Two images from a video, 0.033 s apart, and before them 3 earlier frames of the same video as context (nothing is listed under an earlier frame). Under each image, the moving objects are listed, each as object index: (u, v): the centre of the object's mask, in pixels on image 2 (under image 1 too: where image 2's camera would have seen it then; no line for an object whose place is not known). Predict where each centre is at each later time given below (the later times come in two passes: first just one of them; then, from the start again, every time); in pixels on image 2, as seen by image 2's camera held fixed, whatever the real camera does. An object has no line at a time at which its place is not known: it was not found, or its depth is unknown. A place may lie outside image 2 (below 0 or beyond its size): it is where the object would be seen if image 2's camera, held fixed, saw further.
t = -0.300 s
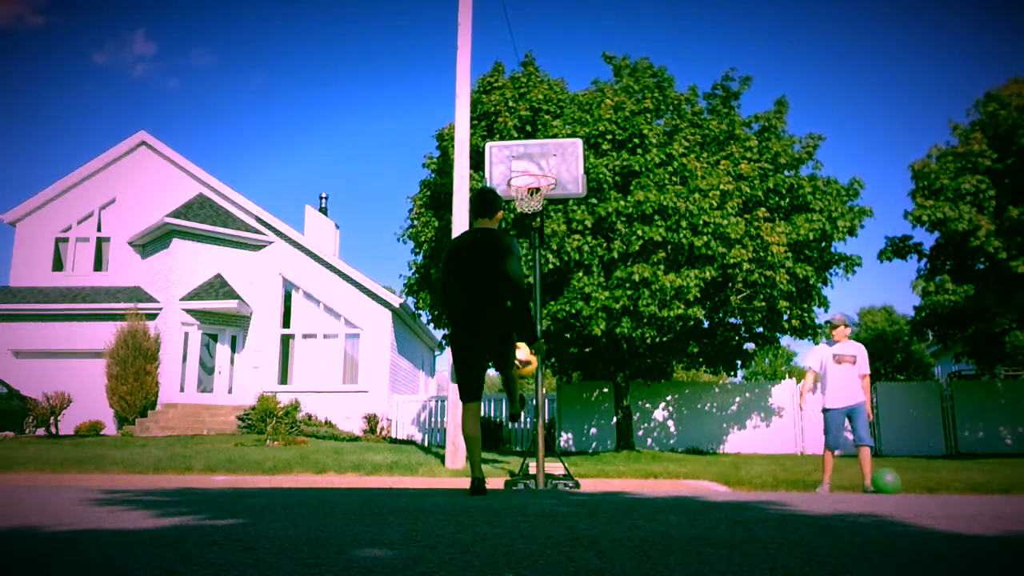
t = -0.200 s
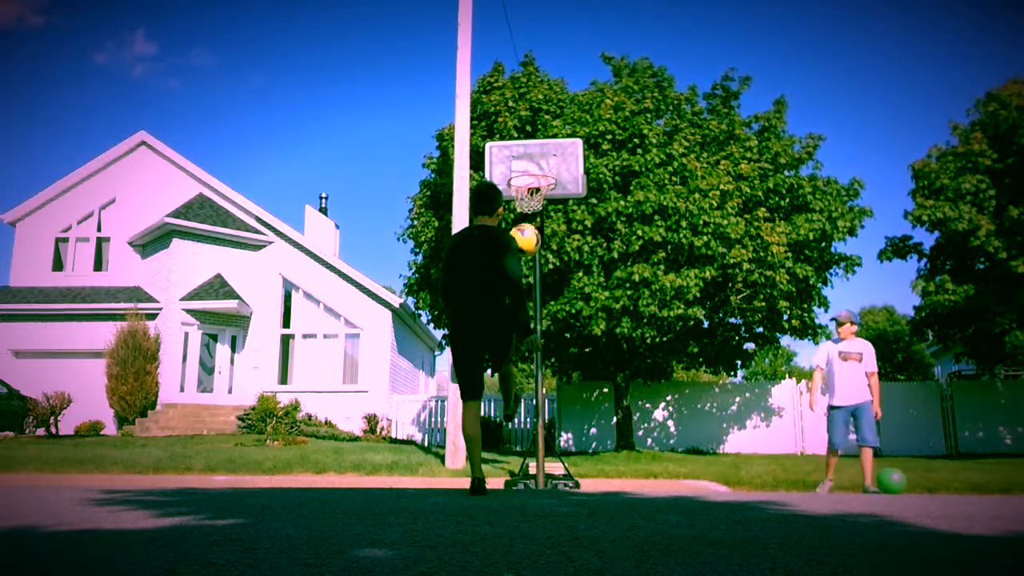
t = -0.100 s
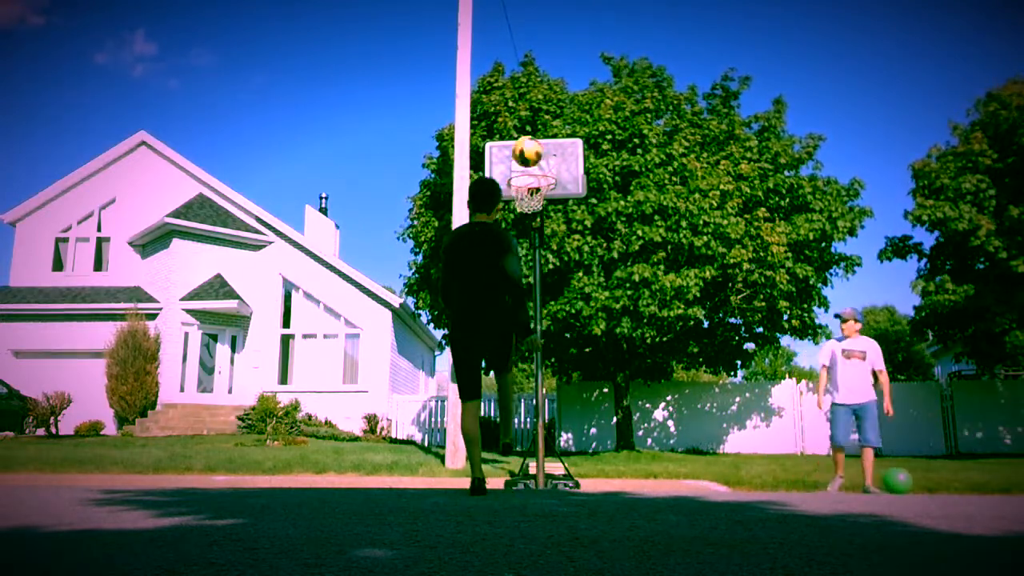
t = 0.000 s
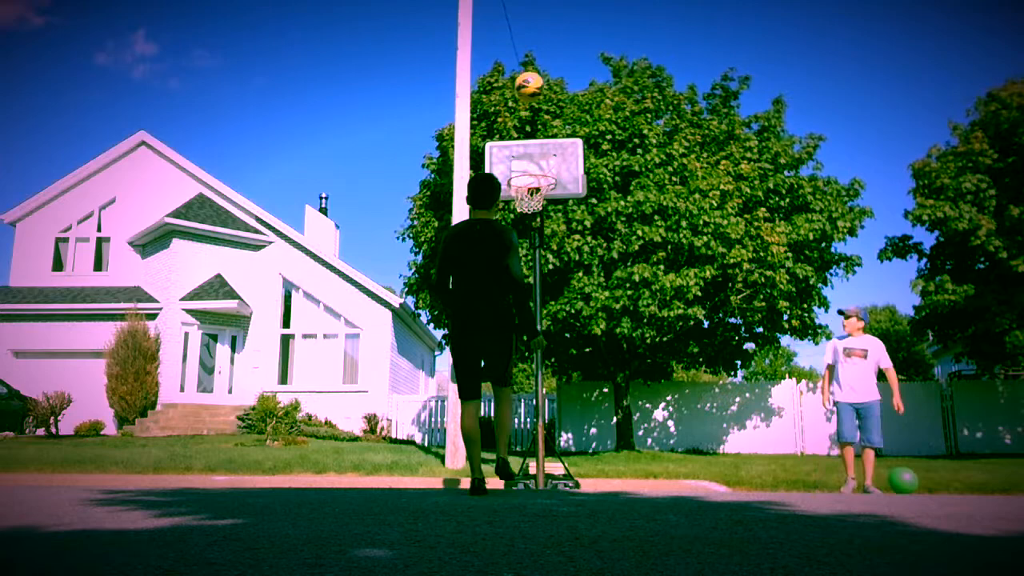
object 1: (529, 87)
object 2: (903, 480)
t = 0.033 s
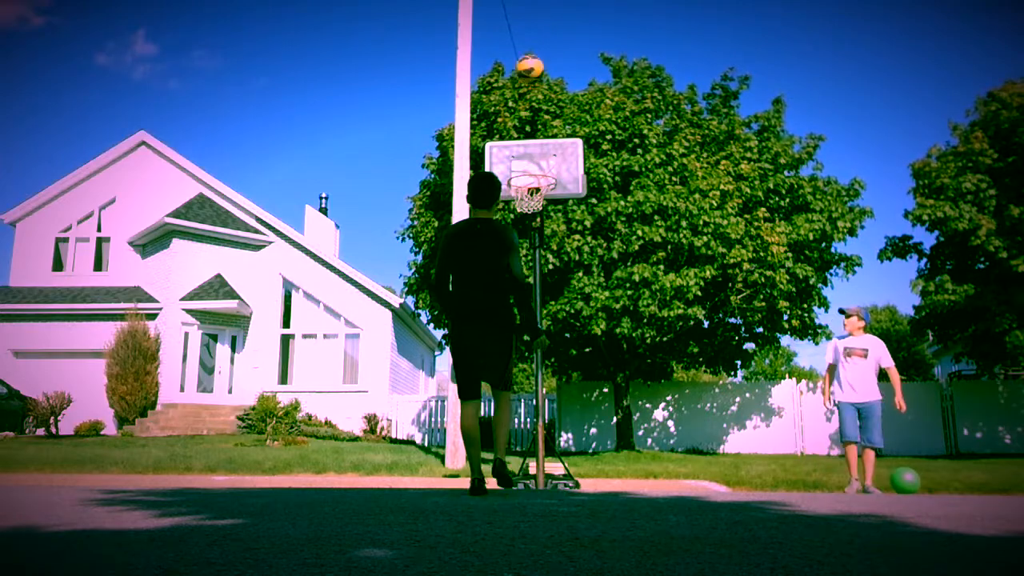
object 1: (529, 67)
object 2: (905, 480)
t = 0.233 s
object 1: (531, 8)
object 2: (915, 480)
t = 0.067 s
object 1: (530, 53)
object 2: (907, 481)
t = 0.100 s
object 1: (530, 41)
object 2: (908, 481)
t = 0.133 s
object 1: (531, 29)
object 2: (910, 480)
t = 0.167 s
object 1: (531, 20)
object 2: (911, 480)
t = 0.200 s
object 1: (531, 12)
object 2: (913, 480)
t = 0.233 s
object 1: (531, 8)
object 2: (915, 480)
